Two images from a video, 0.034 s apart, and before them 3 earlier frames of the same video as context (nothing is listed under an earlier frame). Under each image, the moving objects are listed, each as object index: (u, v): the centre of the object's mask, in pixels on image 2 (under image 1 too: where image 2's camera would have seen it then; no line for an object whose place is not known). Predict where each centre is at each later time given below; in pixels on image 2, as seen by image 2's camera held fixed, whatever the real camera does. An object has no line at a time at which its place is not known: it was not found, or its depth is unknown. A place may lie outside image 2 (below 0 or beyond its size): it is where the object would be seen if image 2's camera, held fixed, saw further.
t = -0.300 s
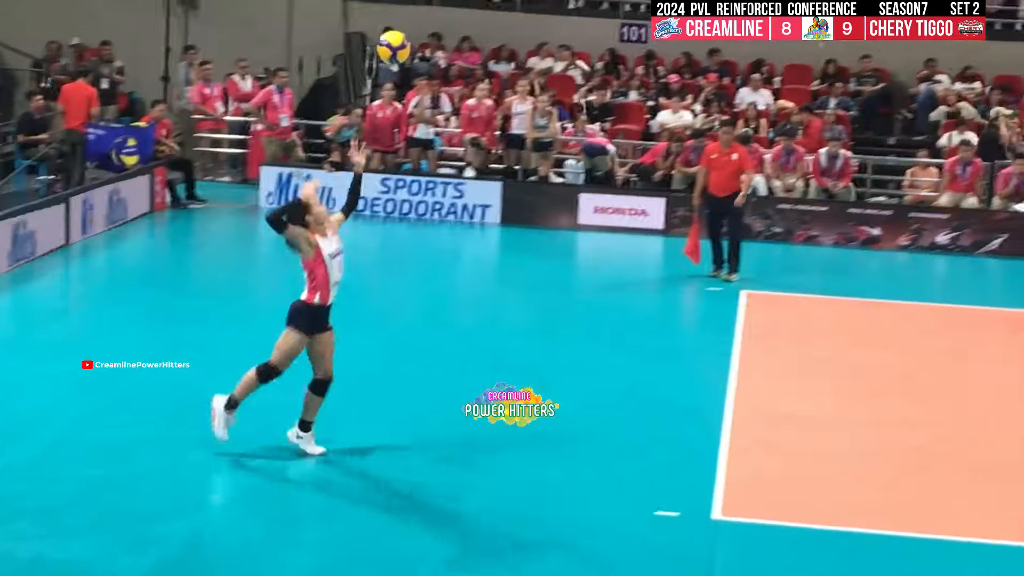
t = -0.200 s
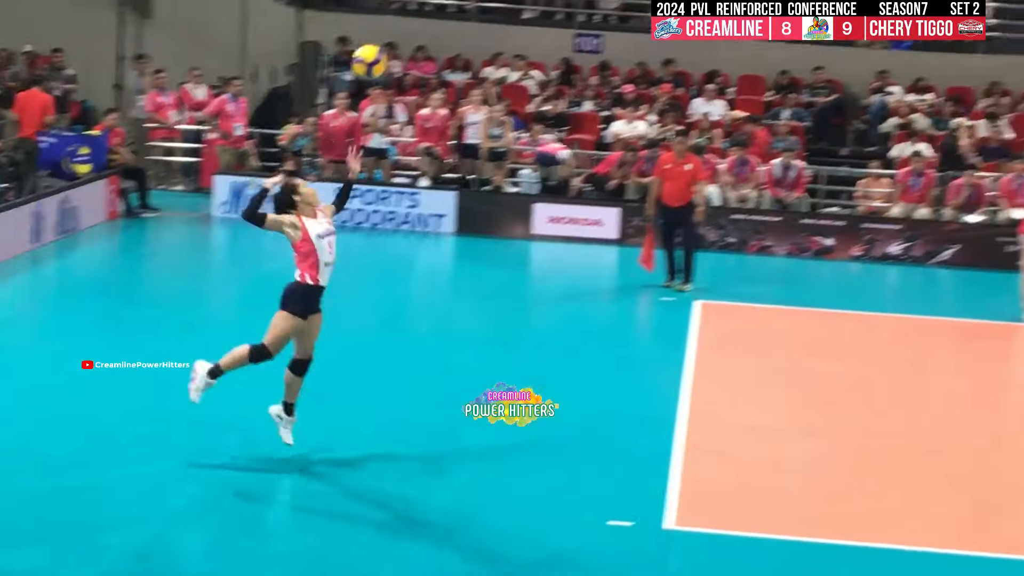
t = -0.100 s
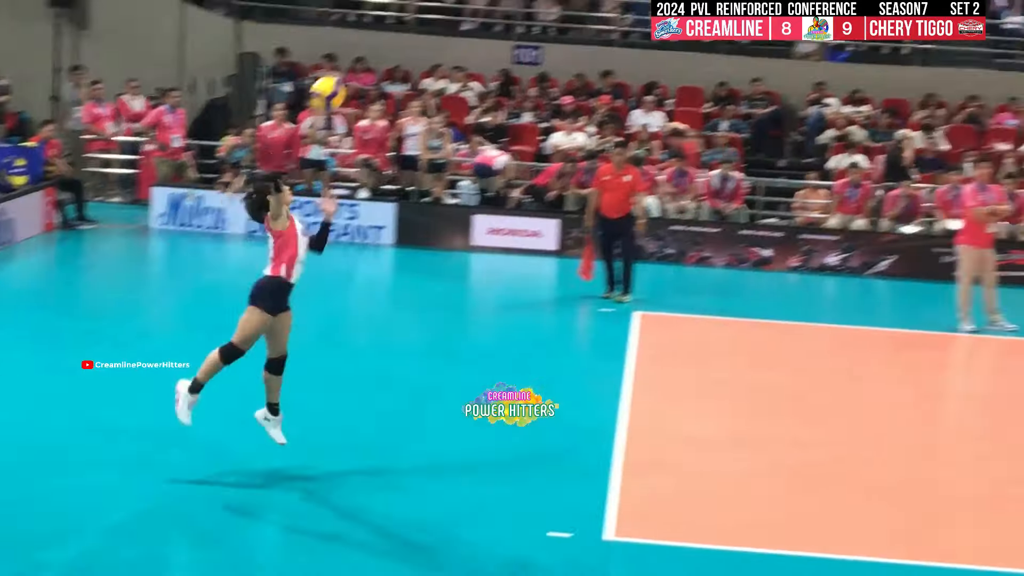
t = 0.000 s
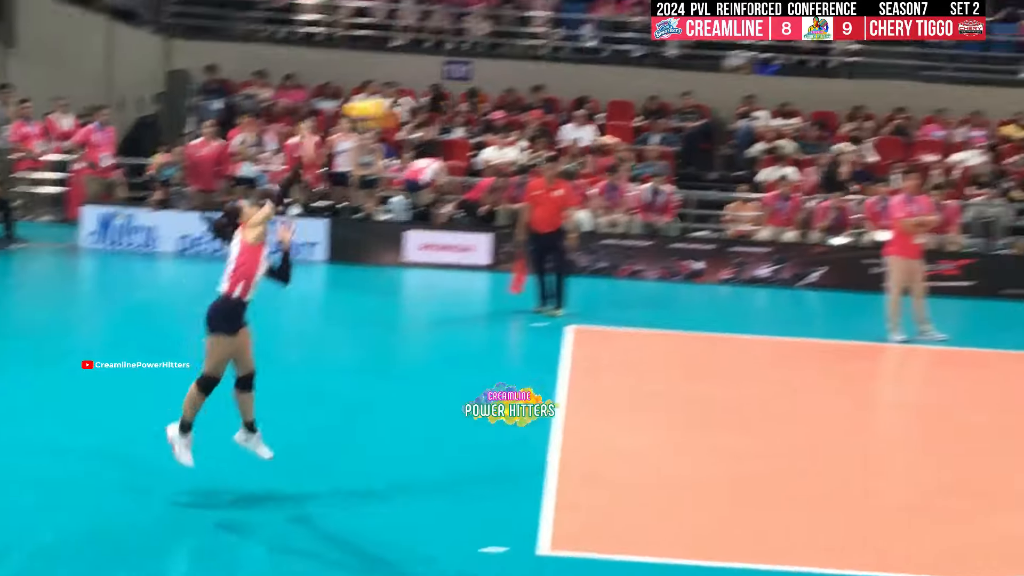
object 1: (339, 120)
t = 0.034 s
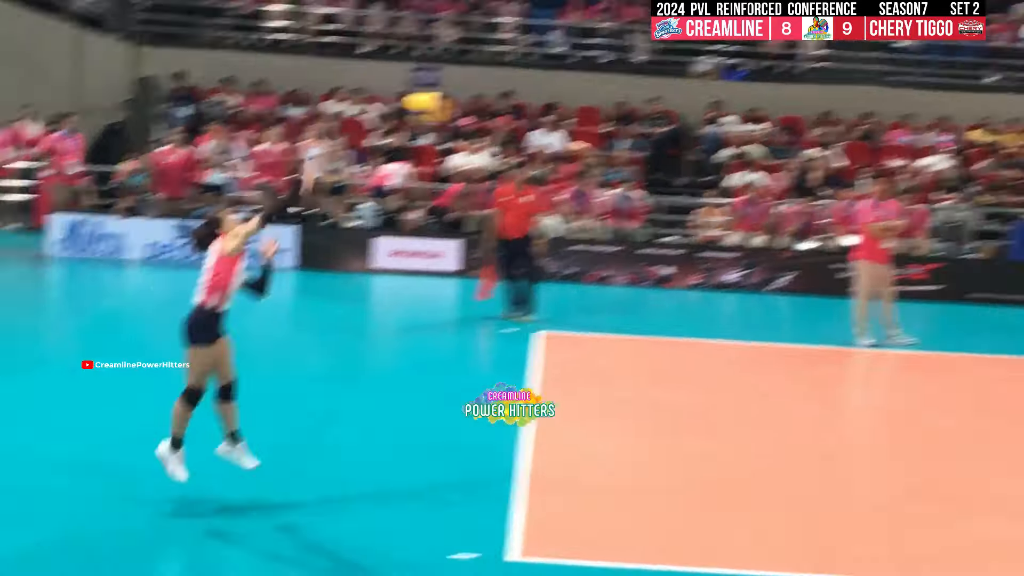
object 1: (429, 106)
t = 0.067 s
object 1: (512, 97)
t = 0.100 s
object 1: (596, 84)
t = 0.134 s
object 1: (675, 78)
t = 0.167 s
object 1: (753, 72)
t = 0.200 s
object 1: (831, 67)
